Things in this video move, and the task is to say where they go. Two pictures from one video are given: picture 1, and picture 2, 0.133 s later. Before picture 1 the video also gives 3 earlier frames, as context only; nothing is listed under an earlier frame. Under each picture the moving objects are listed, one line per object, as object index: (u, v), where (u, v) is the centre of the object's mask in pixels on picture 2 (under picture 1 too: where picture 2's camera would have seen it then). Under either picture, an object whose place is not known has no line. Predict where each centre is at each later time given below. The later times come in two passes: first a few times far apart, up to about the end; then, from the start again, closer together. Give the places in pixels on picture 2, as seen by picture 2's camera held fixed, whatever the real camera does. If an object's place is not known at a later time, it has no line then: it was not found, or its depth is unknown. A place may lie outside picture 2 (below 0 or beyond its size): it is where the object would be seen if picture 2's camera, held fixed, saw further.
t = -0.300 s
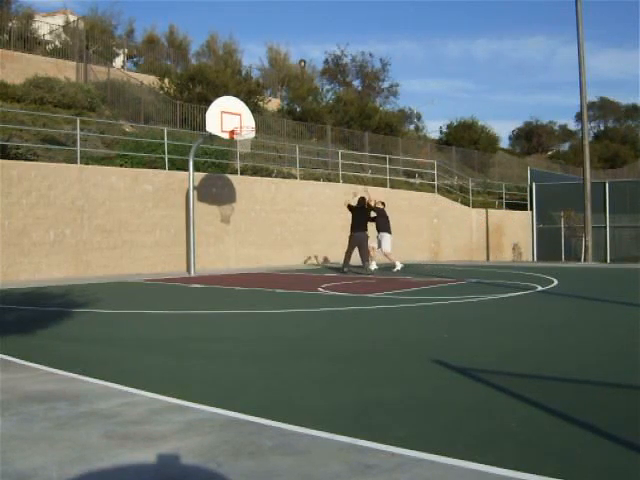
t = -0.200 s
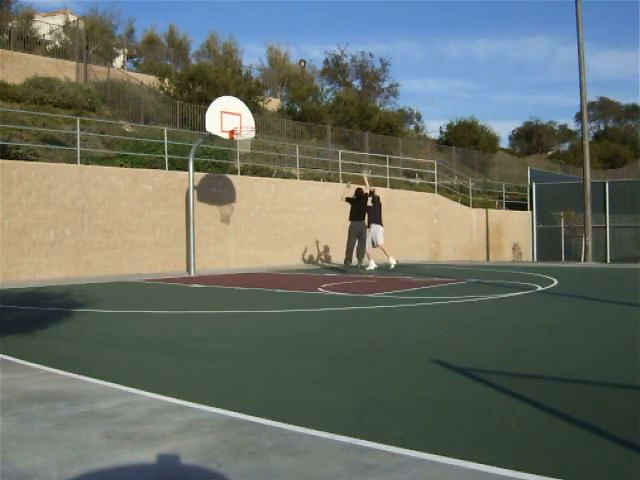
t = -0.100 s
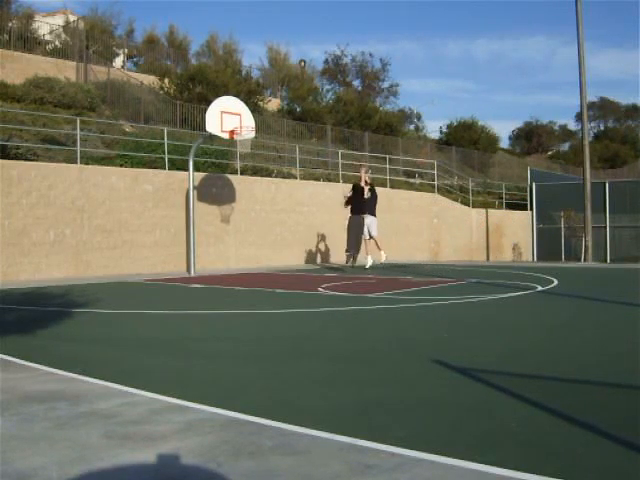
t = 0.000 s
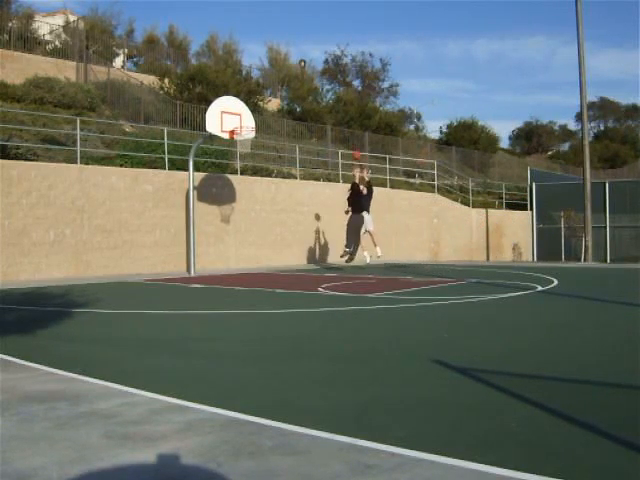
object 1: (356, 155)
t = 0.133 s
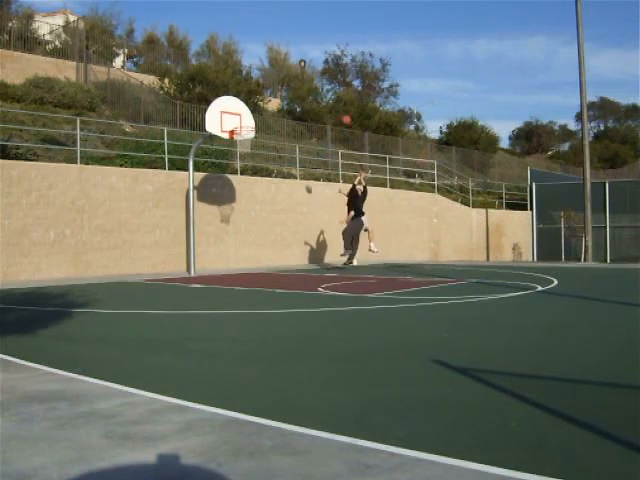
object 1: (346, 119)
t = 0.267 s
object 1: (335, 91)
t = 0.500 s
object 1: (315, 58)
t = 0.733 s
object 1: (296, 46)
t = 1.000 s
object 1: (273, 61)
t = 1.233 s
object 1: (251, 100)
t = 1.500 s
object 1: (235, 162)
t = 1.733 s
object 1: (232, 229)
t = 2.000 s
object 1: (236, 238)
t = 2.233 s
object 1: (245, 196)
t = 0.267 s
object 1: (335, 91)
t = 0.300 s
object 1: (332, 85)
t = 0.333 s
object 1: (330, 79)
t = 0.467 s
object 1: (318, 61)
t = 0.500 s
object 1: (315, 58)
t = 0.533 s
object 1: (313, 55)
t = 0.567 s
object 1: (310, 53)
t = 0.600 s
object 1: (307, 50)
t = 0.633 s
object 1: (304, 48)
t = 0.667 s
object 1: (301, 47)
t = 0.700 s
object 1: (298, 46)
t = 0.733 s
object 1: (296, 46)
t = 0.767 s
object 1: (293, 46)
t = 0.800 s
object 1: (290, 47)
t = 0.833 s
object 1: (287, 48)
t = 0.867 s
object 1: (284, 49)
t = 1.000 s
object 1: (273, 61)
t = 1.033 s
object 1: (270, 65)
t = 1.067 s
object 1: (267, 69)
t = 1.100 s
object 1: (264, 74)
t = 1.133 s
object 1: (261, 80)
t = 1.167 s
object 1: (258, 87)
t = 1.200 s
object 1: (254, 92)
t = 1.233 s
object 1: (251, 100)
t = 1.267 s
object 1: (248, 109)
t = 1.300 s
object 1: (244, 118)
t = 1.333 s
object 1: (242, 127)
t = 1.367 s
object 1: (240, 137)
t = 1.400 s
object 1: (238, 144)
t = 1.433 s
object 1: (237, 149)
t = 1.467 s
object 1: (237, 155)
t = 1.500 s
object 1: (235, 162)
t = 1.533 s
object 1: (236, 170)
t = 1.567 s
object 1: (235, 179)
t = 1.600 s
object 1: (235, 188)
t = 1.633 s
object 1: (234, 197)
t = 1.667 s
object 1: (233, 207)
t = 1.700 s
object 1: (233, 217)
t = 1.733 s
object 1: (232, 229)
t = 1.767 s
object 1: (232, 240)
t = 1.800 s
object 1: (232, 252)
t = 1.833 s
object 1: (231, 265)
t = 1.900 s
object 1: (232, 264)
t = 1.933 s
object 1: (233, 255)
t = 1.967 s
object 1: (235, 246)
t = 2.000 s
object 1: (236, 238)
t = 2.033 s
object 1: (237, 230)
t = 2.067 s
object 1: (238, 223)
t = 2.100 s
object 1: (240, 217)
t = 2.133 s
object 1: (241, 211)
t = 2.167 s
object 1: (243, 205)
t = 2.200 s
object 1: (244, 201)
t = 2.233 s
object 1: (245, 196)
